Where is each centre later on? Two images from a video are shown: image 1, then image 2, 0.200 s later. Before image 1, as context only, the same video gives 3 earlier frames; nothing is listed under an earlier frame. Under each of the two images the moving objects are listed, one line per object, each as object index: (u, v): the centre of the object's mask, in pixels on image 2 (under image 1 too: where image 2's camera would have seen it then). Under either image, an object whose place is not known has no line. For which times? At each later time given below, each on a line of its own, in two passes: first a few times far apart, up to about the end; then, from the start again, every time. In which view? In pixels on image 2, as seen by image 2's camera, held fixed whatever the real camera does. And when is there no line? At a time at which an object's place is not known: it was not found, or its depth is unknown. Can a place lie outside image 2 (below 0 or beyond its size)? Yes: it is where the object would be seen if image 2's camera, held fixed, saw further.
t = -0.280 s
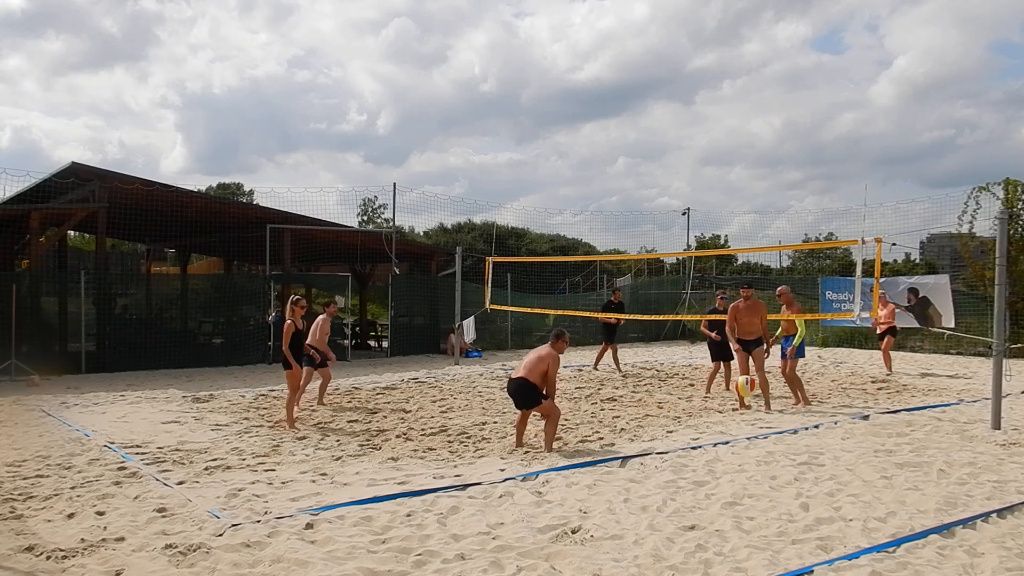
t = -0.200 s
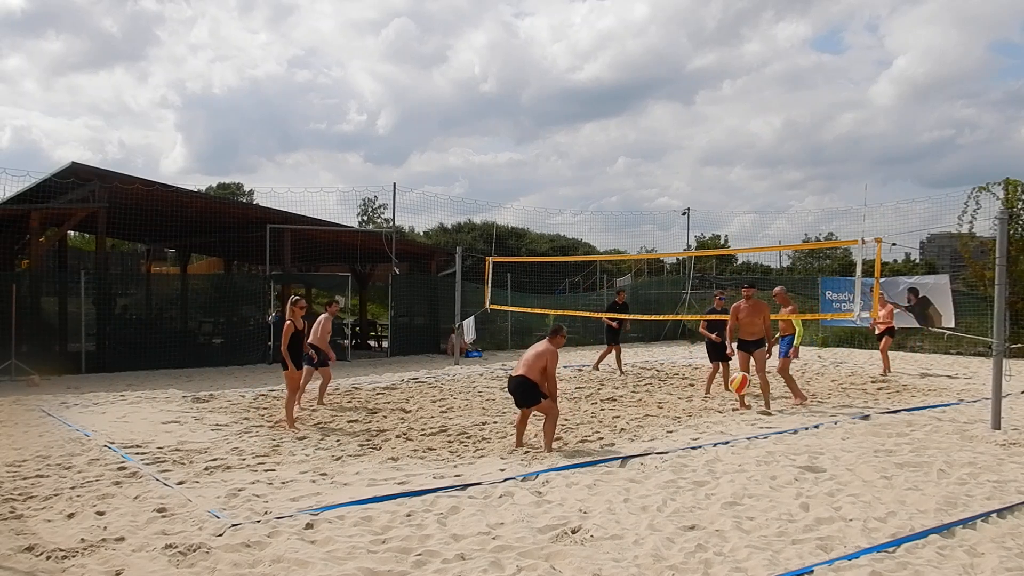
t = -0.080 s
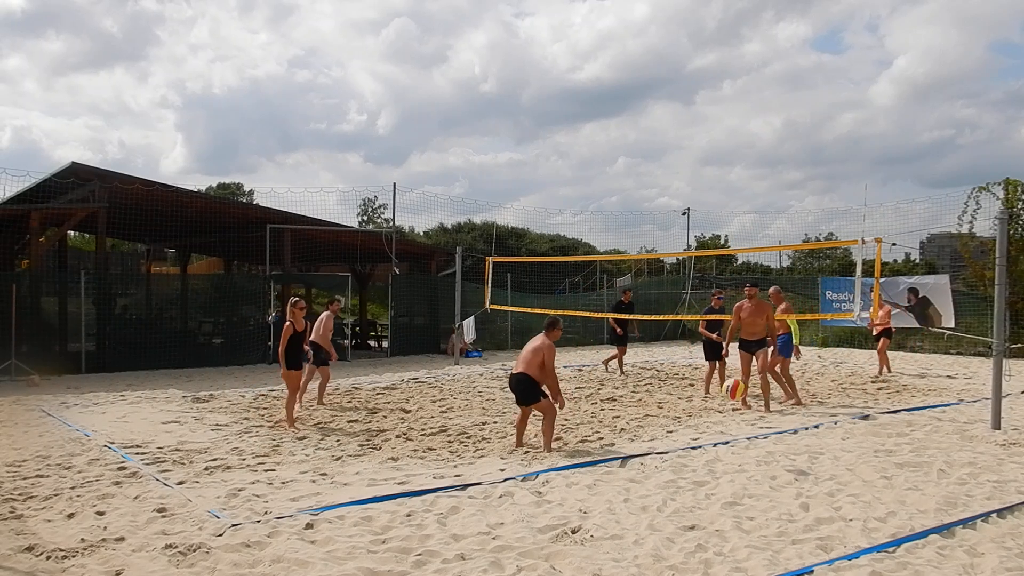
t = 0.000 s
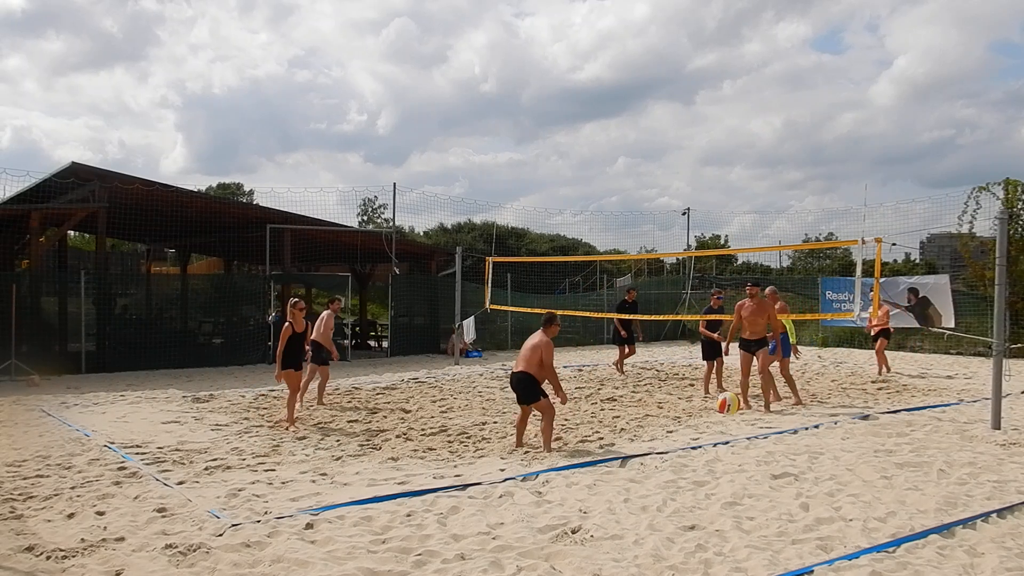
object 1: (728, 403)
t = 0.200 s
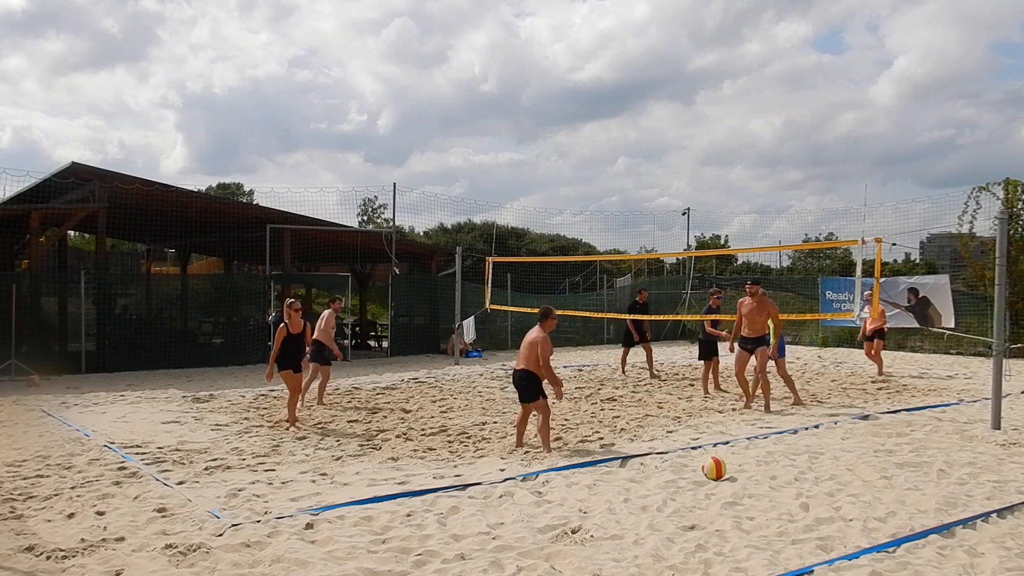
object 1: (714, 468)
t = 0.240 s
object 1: (716, 468)
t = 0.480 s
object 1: (729, 477)
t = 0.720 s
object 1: (739, 489)
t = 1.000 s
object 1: (753, 499)
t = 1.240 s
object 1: (754, 507)
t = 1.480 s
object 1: (756, 507)
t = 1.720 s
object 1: (760, 509)
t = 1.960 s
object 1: (765, 510)
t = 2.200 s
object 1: (767, 511)
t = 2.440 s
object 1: (767, 511)
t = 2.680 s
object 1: (768, 511)
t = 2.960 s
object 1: (768, 511)
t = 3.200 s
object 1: (768, 511)
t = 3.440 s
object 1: (768, 511)
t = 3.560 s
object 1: (768, 511)
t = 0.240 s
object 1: (716, 468)
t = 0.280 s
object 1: (719, 466)
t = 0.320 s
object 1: (721, 467)
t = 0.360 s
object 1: (723, 471)
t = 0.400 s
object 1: (725, 474)
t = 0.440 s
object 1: (727, 476)
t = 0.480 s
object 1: (729, 477)
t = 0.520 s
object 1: (730, 479)
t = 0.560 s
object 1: (732, 481)
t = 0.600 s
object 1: (733, 484)
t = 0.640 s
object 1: (734, 487)
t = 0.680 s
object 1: (736, 488)
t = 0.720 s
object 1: (739, 489)
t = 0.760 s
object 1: (742, 491)
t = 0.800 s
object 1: (745, 492)
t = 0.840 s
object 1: (748, 492)
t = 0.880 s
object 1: (750, 493)
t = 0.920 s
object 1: (751, 495)
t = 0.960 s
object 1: (752, 497)
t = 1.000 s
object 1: (753, 499)
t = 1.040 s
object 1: (754, 500)
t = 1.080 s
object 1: (755, 501)
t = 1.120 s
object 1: (755, 502)
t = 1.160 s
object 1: (755, 504)
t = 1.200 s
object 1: (755, 506)
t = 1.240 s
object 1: (754, 507)
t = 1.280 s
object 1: (754, 507)
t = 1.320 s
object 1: (755, 507)
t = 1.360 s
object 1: (755, 507)
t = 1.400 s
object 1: (756, 507)
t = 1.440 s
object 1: (756, 507)
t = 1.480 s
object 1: (756, 507)
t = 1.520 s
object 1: (756, 507)
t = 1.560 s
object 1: (757, 508)
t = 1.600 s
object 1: (758, 508)
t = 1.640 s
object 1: (758, 509)
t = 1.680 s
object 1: (759, 509)
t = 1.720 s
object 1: (760, 509)
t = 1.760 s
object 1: (761, 509)
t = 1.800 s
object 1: (762, 509)
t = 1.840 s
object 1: (763, 510)
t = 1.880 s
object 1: (763, 510)
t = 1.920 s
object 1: (764, 510)
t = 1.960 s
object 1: (765, 510)
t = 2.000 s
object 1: (766, 510)
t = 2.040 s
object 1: (767, 510)
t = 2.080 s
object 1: (766, 510)
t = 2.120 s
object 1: (766, 510)
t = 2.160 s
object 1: (766, 511)
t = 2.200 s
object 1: (767, 511)
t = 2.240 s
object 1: (767, 511)
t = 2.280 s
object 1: (767, 511)
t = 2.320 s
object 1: (767, 511)
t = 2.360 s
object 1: (768, 511)
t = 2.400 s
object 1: (768, 511)
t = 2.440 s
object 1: (767, 511)
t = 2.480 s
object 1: (768, 511)
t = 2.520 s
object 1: (768, 511)
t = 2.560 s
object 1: (768, 511)
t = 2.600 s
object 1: (768, 511)
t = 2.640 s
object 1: (768, 511)
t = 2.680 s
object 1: (768, 511)
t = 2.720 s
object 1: (768, 511)
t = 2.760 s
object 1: (768, 511)
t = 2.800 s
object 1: (767, 511)
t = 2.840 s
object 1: (768, 511)
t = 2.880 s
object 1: (768, 511)
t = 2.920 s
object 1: (767, 511)
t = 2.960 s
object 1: (768, 511)
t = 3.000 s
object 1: (767, 511)
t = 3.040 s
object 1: (767, 511)
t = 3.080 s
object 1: (768, 511)
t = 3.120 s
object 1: (768, 511)
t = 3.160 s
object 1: (767, 511)
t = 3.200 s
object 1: (768, 511)
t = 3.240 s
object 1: (768, 511)
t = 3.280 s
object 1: (768, 511)
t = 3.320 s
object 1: (768, 511)
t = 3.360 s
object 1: (768, 511)
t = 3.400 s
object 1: (768, 511)
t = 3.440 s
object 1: (768, 511)
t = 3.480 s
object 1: (768, 511)
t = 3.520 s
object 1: (768, 511)
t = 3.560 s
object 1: (768, 511)
